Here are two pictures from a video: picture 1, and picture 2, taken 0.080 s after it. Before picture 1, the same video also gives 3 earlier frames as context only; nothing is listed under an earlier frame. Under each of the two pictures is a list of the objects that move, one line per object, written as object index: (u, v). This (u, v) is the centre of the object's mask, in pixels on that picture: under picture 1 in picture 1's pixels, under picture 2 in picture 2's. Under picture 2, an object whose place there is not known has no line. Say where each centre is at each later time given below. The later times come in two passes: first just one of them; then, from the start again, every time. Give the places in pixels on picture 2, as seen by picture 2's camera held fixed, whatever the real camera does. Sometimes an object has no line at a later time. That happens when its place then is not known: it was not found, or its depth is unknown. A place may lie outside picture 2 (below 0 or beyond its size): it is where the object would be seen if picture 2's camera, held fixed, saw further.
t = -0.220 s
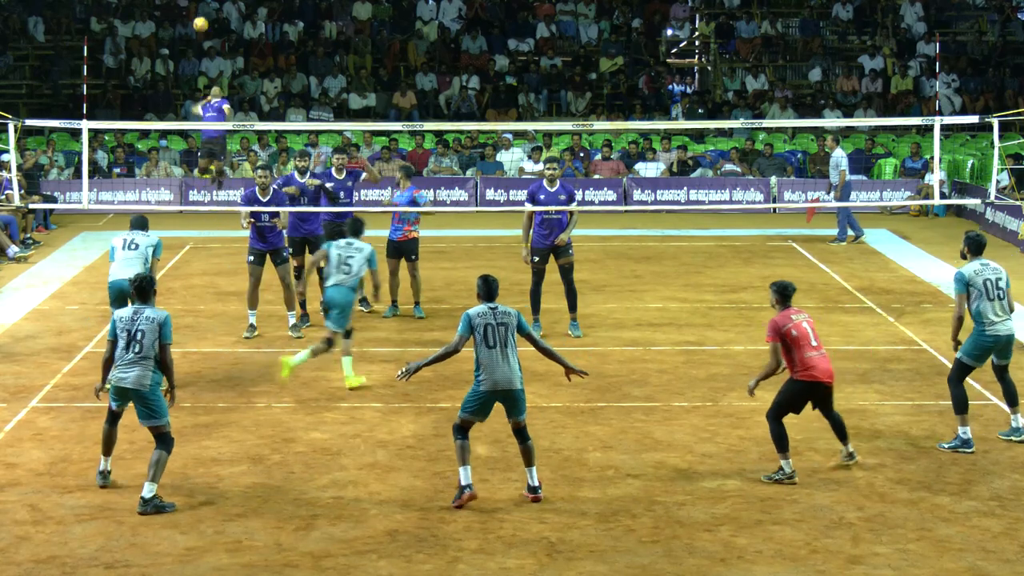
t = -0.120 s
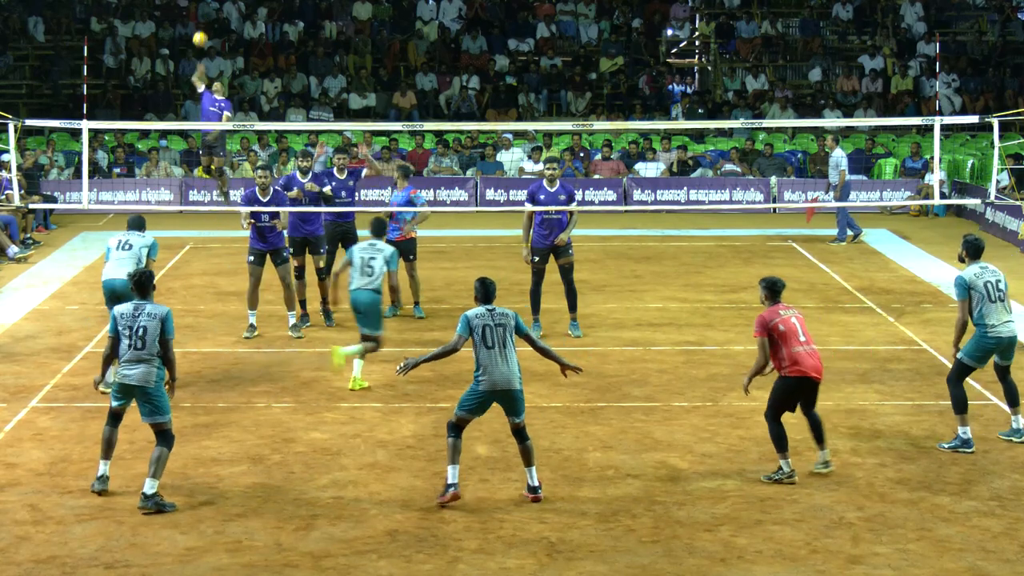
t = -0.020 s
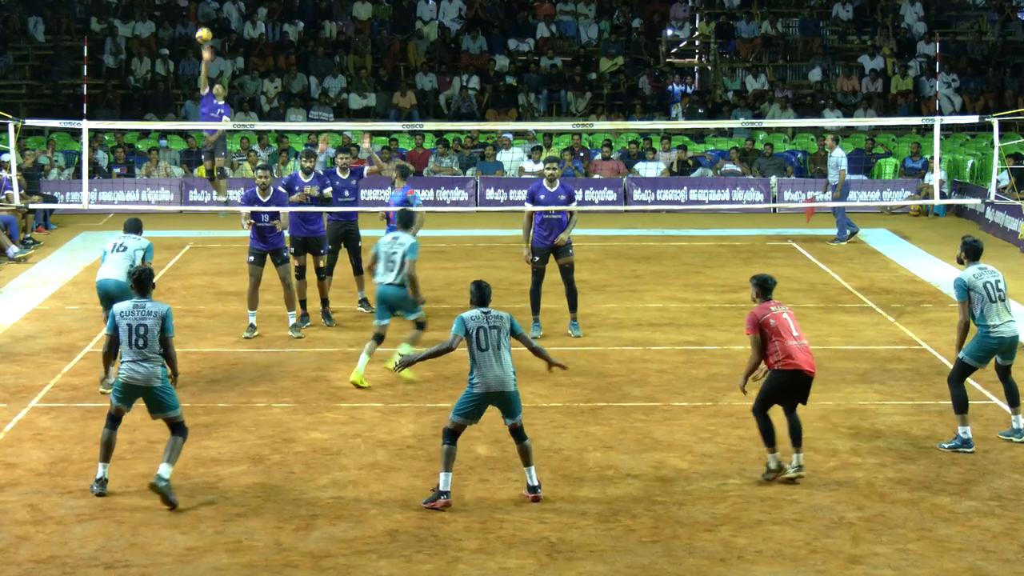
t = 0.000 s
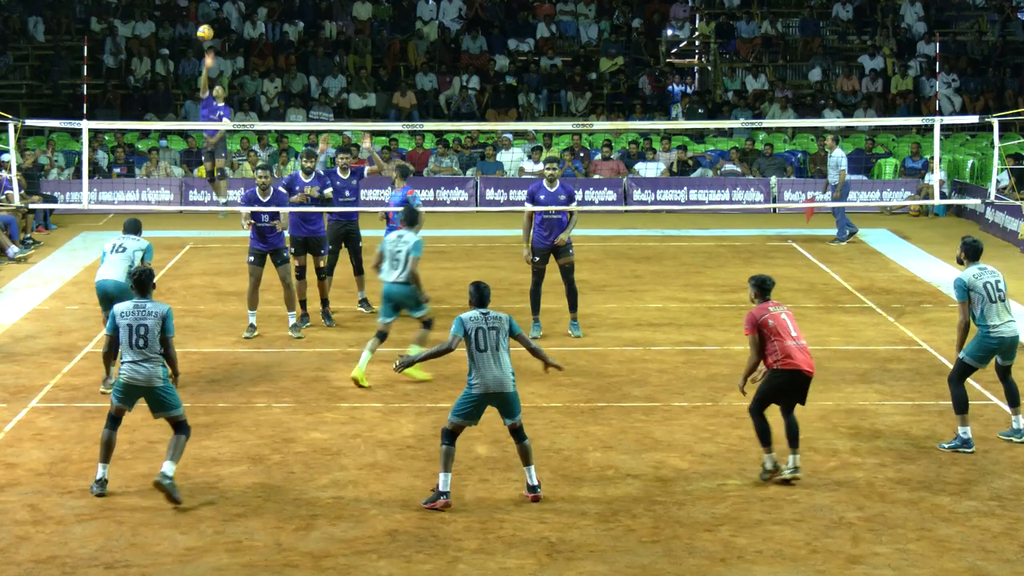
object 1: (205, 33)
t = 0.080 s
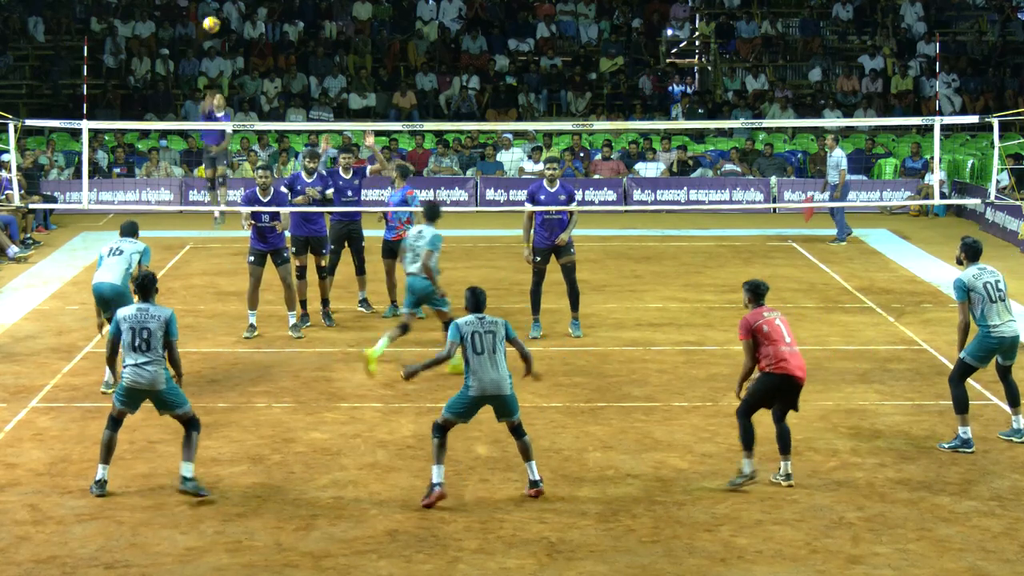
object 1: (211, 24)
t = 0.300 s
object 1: (230, 39)
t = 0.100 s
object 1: (213, 24)
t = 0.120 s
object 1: (215, 24)
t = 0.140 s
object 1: (216, 24)
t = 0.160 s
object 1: (218, 24)
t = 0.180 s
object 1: (220, 24)
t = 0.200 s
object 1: (221, 26)
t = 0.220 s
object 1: (223, 27)
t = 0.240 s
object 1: (225, 29)
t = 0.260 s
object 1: (226, 32)
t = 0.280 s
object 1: (228, 35)
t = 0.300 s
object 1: (230, 39)
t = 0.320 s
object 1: (232, 43)
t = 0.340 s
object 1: (234, 48)
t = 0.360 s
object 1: (235, 53)
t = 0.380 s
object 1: (237, 60)
